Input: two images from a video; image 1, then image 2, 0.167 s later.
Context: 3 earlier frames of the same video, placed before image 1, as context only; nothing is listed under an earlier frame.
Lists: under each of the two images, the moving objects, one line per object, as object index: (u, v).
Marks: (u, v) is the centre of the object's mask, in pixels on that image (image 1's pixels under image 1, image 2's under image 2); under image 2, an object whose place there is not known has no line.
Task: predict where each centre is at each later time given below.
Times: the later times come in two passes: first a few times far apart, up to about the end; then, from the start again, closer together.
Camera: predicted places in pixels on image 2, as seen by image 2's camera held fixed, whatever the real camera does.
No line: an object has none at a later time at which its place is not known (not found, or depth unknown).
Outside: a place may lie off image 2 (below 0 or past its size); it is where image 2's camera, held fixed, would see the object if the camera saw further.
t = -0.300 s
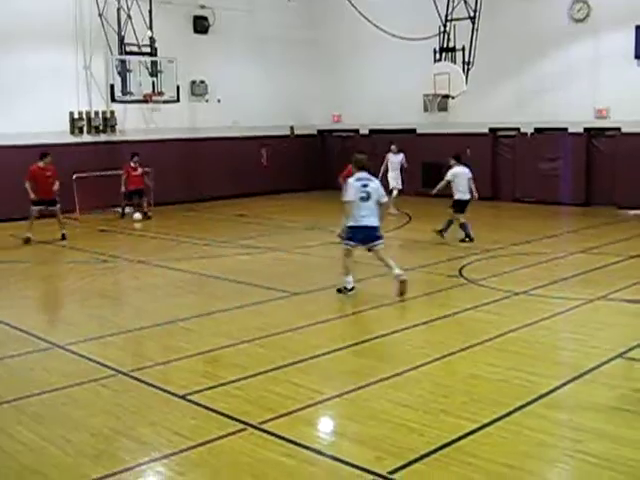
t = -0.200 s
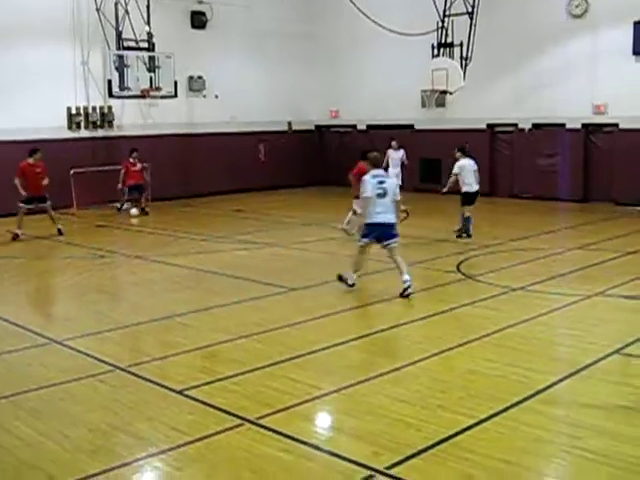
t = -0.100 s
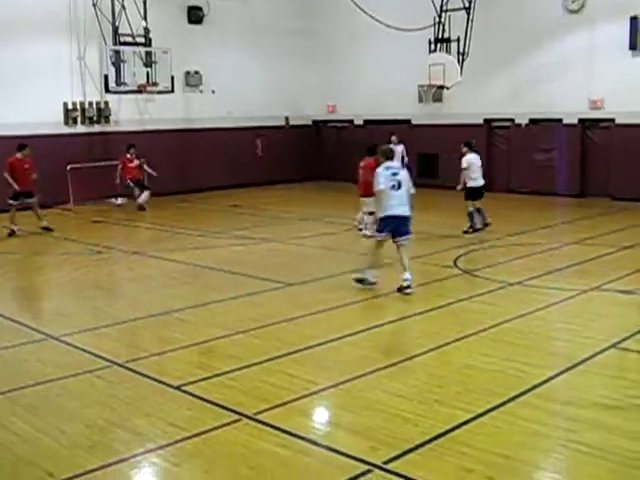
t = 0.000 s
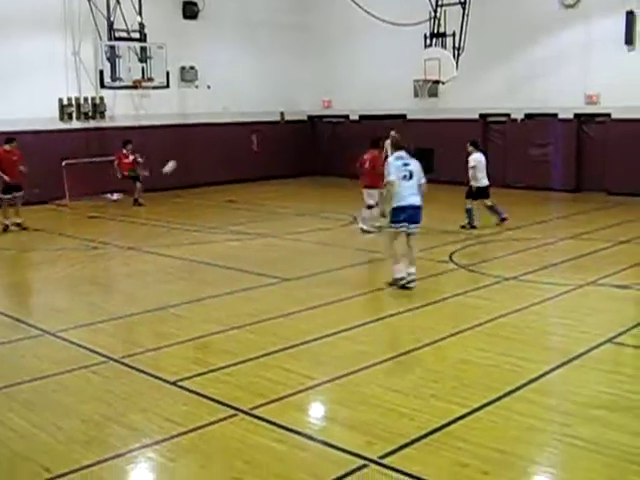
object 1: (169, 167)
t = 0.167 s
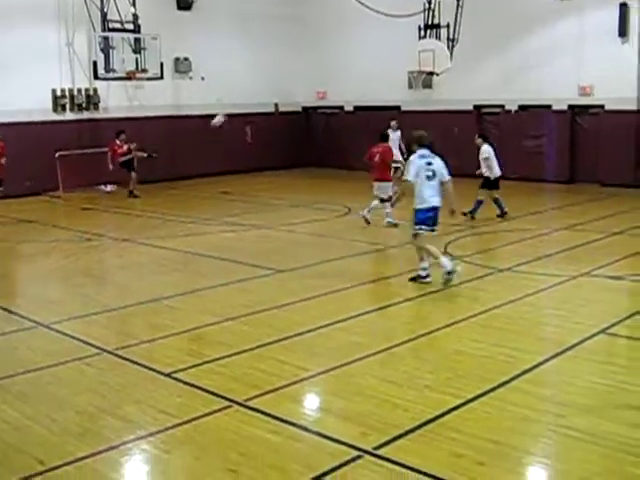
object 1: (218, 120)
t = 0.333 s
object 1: (281, 89)
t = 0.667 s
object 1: (424, 57)
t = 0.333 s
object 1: (281, 89)
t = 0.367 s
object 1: (291, 84)
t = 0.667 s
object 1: (424, 57)
